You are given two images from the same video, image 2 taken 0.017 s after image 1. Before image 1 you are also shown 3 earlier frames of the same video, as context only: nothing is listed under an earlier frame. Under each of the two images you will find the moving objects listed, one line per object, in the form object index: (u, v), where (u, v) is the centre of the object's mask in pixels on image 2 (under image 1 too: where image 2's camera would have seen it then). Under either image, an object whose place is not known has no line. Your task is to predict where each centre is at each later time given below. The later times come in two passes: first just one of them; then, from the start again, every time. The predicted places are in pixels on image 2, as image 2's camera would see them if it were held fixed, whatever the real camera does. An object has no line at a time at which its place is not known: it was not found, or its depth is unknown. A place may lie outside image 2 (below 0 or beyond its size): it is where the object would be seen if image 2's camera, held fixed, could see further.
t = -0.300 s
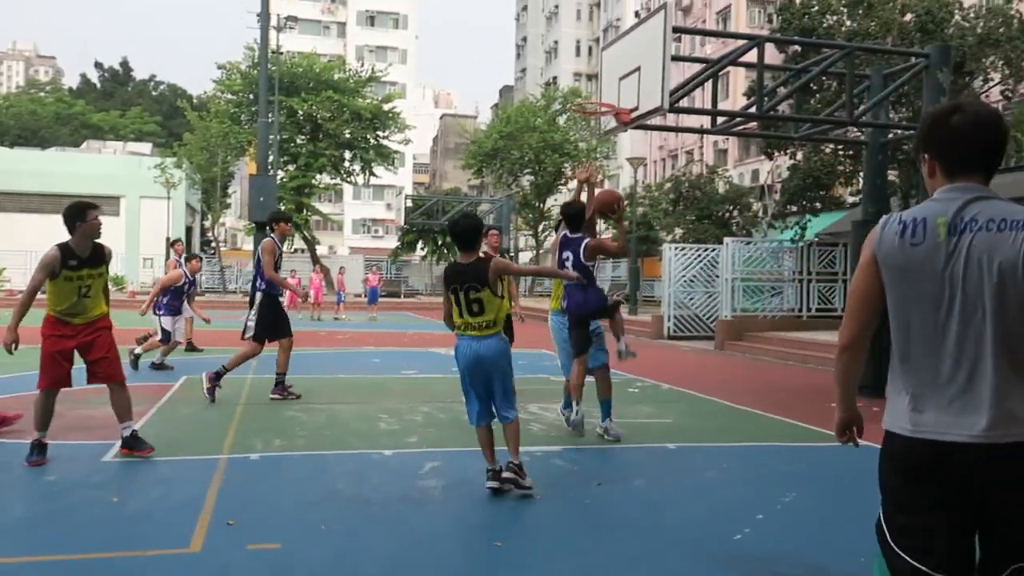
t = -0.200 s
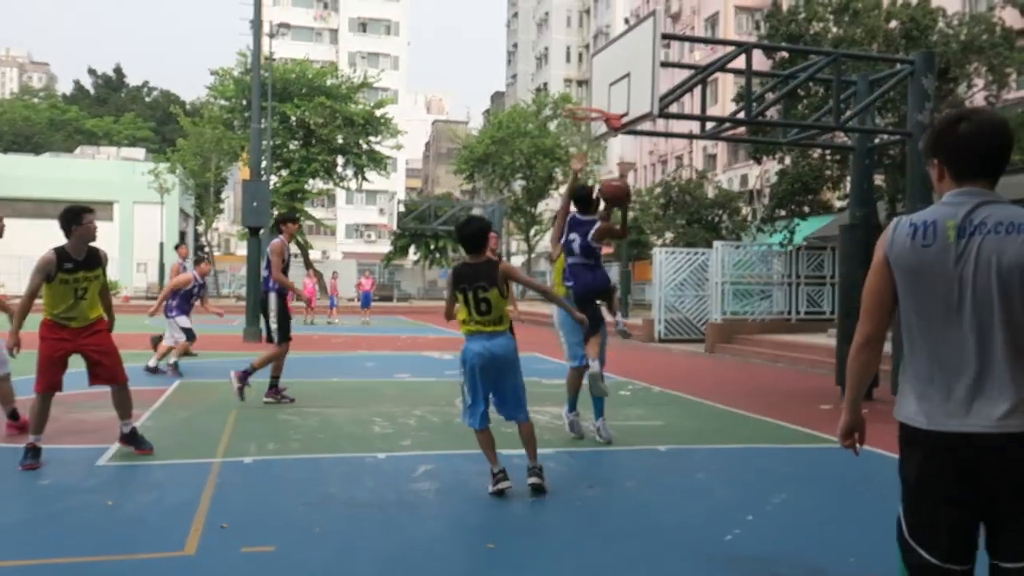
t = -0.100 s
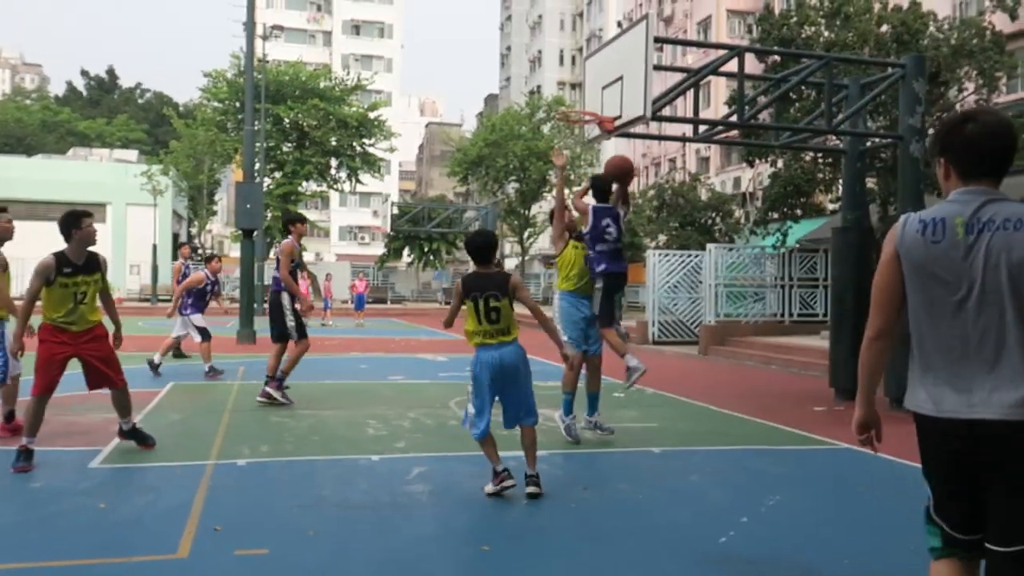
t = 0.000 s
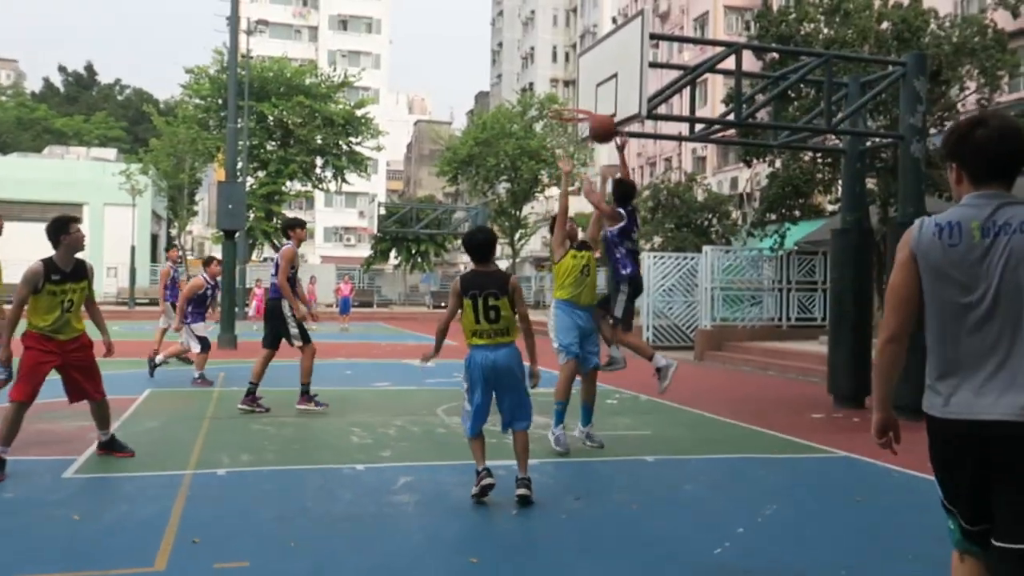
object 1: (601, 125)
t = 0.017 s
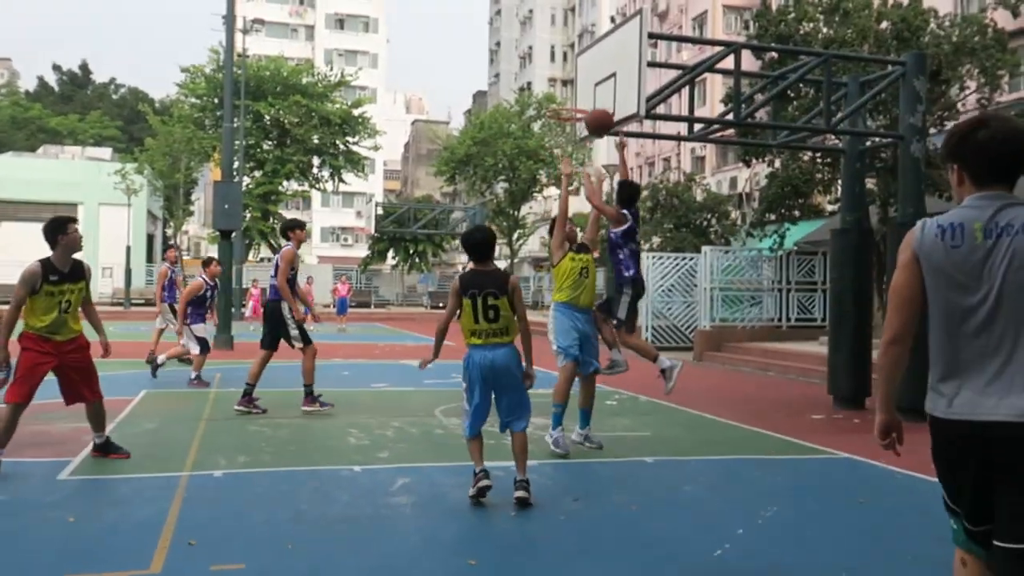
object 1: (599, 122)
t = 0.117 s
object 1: (585, 92)
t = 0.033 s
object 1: (596, 116)
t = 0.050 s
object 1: (595, 112)
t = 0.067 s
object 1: (591, 106)
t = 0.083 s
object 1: (589, 101)
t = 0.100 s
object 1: (587, 96)
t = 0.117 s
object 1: (585, 92)
